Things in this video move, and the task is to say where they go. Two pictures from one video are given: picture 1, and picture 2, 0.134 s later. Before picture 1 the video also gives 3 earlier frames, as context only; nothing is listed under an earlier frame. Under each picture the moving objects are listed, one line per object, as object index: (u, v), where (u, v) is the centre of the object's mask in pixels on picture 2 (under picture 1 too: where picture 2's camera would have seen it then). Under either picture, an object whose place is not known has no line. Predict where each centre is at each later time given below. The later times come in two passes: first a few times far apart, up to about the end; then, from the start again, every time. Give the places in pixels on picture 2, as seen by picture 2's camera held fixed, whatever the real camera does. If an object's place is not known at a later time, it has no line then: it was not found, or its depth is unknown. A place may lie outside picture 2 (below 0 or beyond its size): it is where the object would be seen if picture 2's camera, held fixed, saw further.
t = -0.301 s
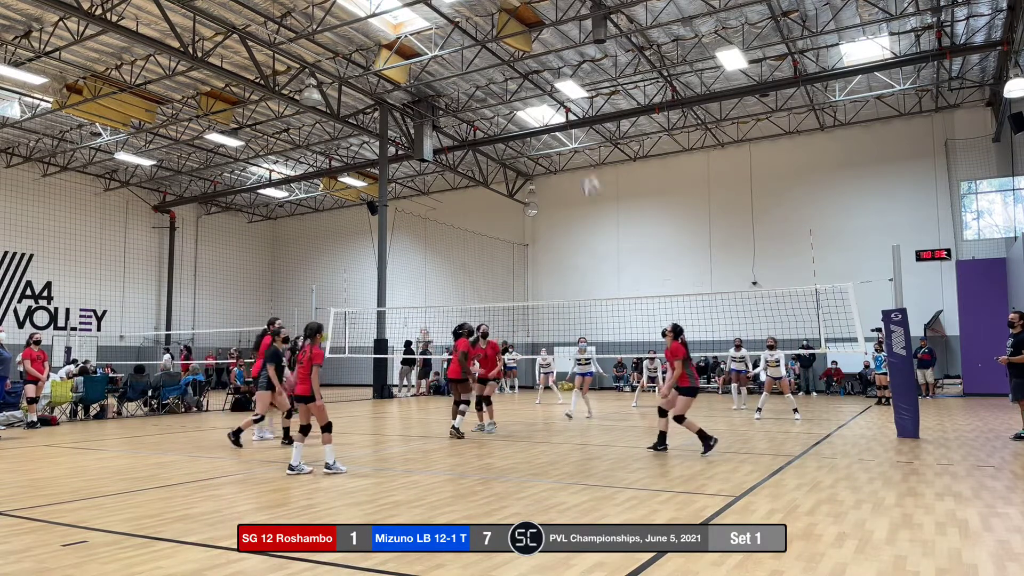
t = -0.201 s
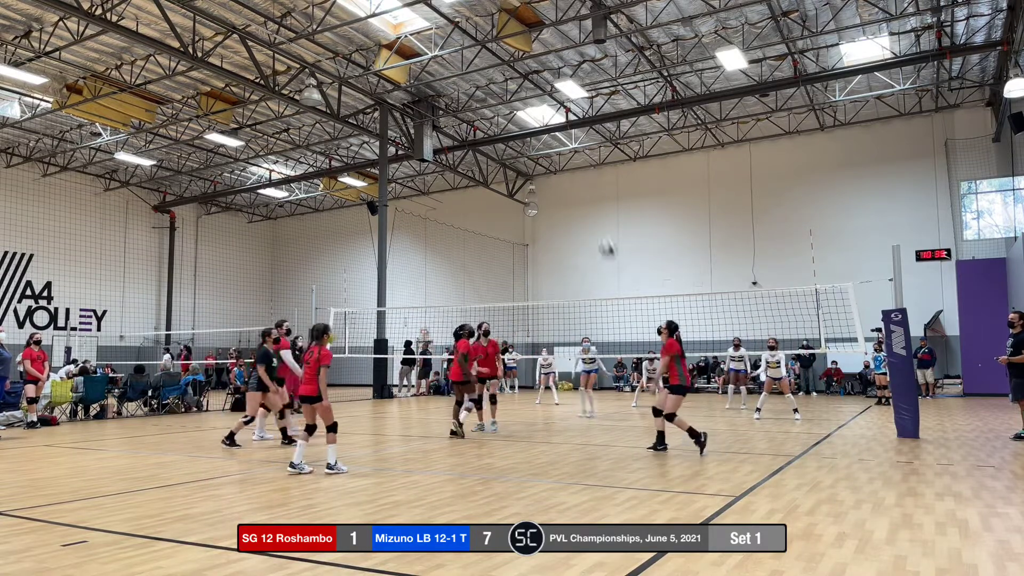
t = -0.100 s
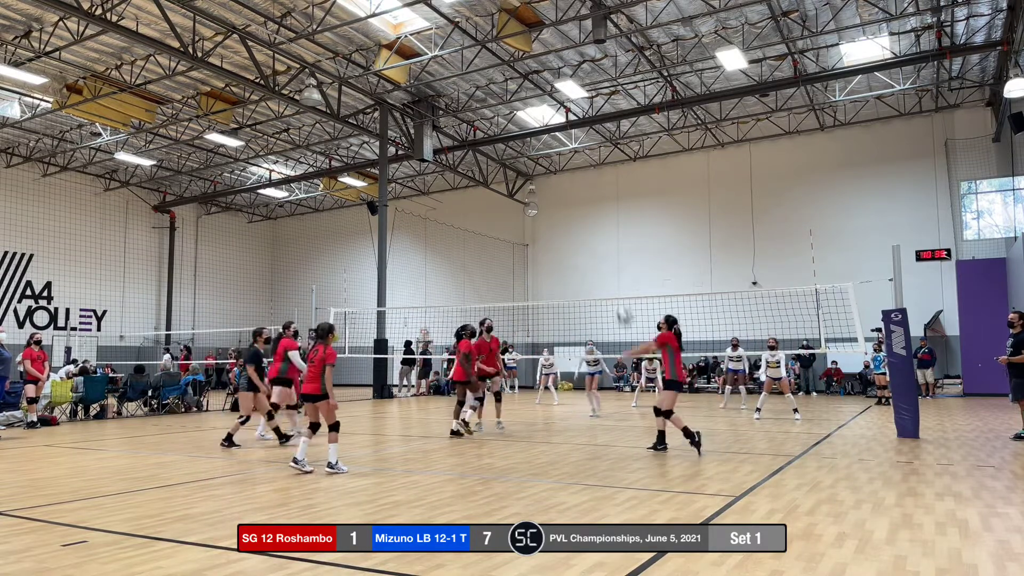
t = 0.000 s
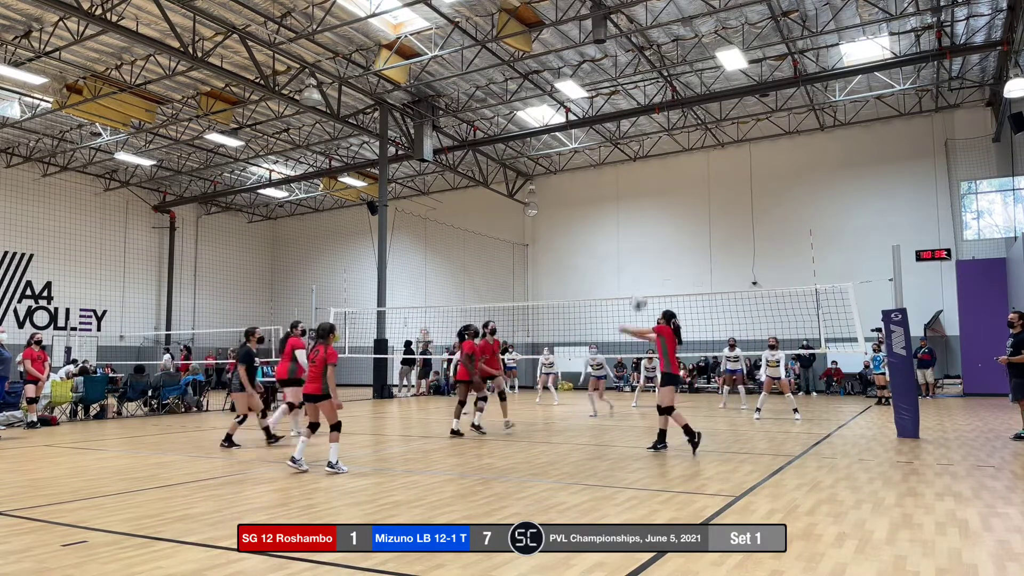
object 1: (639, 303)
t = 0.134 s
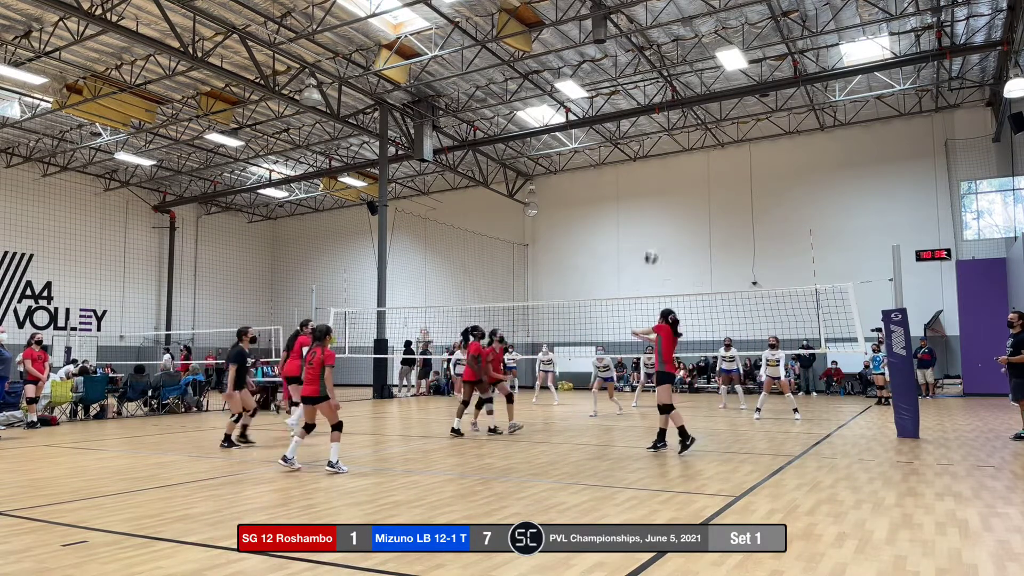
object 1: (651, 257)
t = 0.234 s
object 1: (659, 237)
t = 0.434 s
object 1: (673, 221)
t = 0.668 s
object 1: (686, 234)
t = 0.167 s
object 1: (654, 250)
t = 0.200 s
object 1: (656, 242)
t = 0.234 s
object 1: (659, 237)
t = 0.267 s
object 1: (661, 232)
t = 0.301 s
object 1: (663, 228)
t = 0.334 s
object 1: (667, 225)
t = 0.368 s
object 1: (668, 223)
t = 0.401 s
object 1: (671, 221)
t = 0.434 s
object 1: (673, 221)
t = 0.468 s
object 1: (675, 222)
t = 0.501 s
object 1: (677, 222)
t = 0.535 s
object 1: (679, 223)
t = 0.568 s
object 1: (681, 225)
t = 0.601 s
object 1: (683, 228)
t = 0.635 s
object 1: (685, 231)
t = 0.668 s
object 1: (686, 234)
